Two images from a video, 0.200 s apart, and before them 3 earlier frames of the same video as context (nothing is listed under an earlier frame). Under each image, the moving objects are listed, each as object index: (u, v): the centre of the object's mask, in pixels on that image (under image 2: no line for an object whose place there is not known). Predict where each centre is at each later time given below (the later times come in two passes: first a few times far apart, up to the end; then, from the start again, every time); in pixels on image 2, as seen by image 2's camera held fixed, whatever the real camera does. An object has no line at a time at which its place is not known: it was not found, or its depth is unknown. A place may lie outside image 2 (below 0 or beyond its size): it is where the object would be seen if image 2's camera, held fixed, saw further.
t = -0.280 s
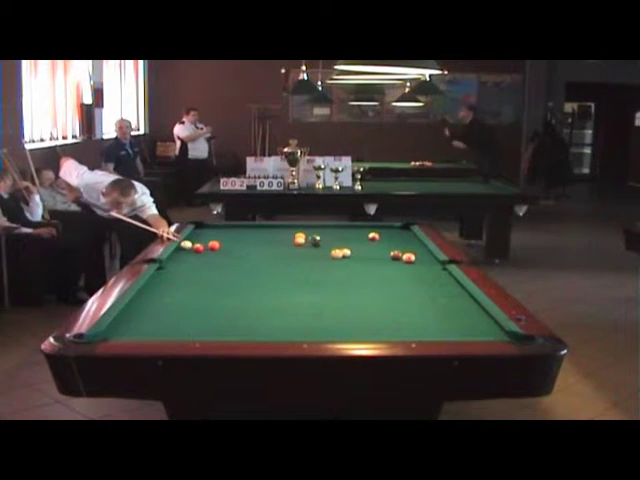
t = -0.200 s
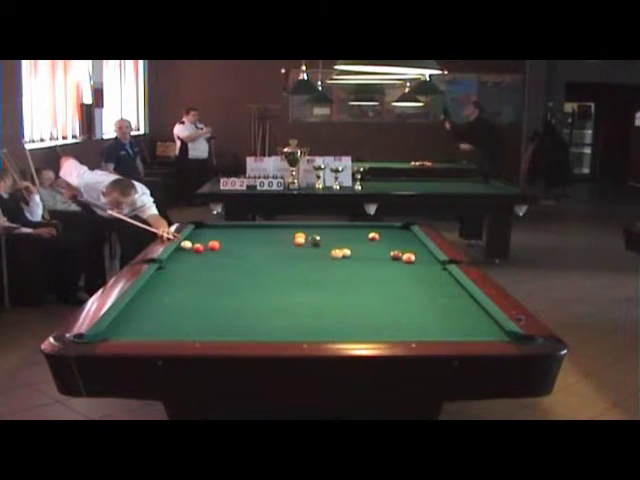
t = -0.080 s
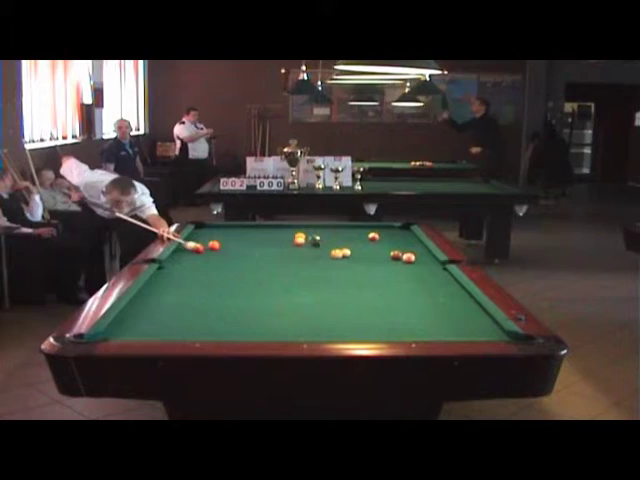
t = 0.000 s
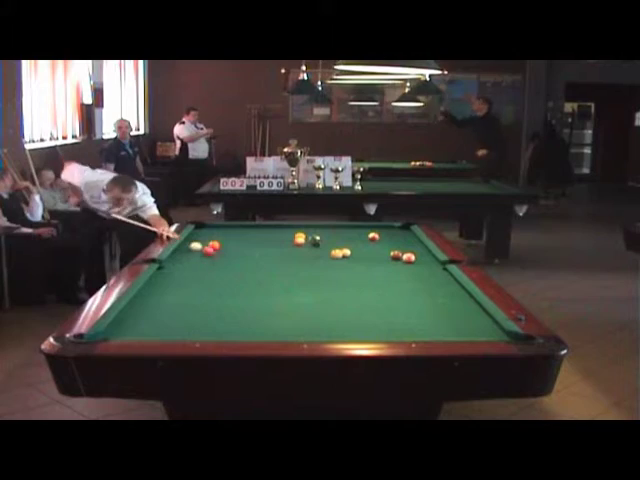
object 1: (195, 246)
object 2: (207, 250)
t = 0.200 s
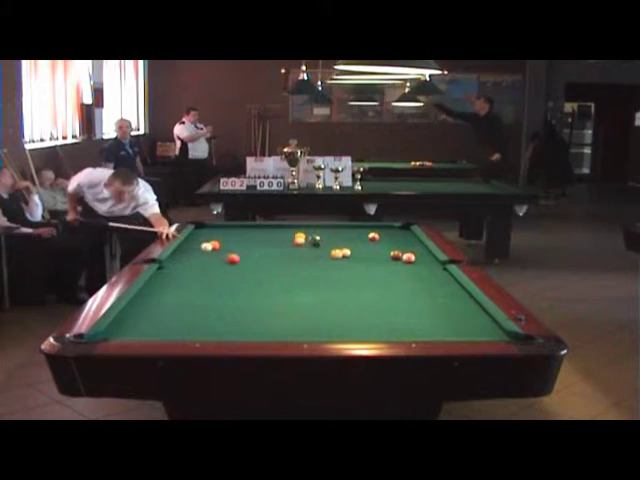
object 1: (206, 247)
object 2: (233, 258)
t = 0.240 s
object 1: (208, 247)
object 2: (238, 260)
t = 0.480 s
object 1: (221, 248)
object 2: (268, 269)
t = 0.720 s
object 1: (232, 248)
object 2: (302, 279)
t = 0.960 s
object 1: (242, 249)
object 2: (340, 291)
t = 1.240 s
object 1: (253, 250)
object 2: (387, 305)
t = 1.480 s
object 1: (261, 250)
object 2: (432, 318)
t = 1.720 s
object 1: (268, 250)
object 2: (481, 331)
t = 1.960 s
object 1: (275, 251)
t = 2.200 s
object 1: (280, 251)
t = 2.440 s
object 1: (284, 251)
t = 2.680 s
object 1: (286, 251)
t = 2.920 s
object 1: (288, 251)
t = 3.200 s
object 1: (289, 251)
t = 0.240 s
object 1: (208, 247)
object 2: (238, 260)
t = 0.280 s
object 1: (210, 247)
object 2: (243, 261)
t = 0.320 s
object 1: (212, 247)
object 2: (247, 263)
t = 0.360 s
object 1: (214, 246)
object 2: (253, 265)
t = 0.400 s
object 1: (216, 247)
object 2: (257, 266)
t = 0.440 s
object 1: (219, 248)
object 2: (263, 267)
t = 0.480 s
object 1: (221, 248)
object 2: (268, 269)
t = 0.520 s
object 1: (223, 248)
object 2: (274, 271)
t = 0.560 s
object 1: (225, 248)
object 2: (279, 273)
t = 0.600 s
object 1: (226, 248)
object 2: (285, 274)
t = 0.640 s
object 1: (228, 248)
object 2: (291, 276)
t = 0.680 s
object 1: (230, 248)
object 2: (296, 277)
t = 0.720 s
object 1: (232, 248)
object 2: (302, 279)
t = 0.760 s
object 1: (233, 248)
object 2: (309, 281)
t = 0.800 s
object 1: (235, 249)
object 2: (314, 283)
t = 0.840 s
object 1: (237, 249)
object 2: (320, 285)
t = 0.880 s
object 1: (239, 249)
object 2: (327, 287)
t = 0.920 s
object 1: (240, 249)
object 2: (333, 289)
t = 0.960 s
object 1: (242, 249)
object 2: (340, 291)
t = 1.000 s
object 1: (244, 249)
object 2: (345, 293)
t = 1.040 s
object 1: (246, 249)
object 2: (352, 295)
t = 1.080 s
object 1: (247, 249)
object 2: (359, 297)
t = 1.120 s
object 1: (248, 250)
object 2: (366, 299)
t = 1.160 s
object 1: (250, 249)
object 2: (373, 301)
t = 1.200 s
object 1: (251, 250)
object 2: (380, 303)
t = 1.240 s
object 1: (253, 250)
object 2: (387, 305)
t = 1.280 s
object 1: (254, 250)
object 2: (394, 308)
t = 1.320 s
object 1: (256, 250)
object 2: (401, 310)
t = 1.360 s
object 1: (257, 250)
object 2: (409, 312)
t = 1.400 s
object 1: (258, 250)
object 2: (416, 314)
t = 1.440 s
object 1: (260, 250)
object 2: (424, 317)
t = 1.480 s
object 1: (261, 250)
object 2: (432, 318)
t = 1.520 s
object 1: (262, 250)
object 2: (441, 321)
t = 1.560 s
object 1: (264, 250)
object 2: (449, 323)
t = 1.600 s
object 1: (265, 250)
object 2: (457, 326)
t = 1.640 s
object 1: (266, 250)
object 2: (466, 328)
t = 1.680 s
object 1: (267, 250)
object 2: (473, 330)
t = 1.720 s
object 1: (268, 250)
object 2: (481, 331)
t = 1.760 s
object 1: (269, 250)
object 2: (490, 333)
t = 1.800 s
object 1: (270, 250)
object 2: (499, 335)
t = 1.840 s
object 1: (272, 250)
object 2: (507, 338)
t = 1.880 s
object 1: (273, 251)
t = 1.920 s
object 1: (274, 251)
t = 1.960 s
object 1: (275, 251)
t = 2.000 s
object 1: (276, 251)
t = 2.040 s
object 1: (277, 251)
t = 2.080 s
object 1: (277, 251)
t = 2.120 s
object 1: (278, 251)
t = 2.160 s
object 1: (279, 251)
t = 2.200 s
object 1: (280, 251)
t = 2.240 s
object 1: (280, 251)
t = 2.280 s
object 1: (281, 251)
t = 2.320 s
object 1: (282, 251)
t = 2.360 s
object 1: (283, 251)
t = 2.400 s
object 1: (283, 251)
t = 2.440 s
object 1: (284, 251)
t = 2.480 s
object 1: (284, 251)
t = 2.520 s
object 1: (285, 251)
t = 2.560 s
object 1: (285, 251)
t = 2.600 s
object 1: (286, 251)
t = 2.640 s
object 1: (286, 251)
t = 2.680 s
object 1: (286, 251)
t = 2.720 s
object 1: (287, 251)
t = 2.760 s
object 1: (287, 251)
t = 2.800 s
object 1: (288, 251)
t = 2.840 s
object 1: (288, 251)
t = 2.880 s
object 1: (288, 251)
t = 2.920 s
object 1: (288, 251)
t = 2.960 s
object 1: (288, 251)
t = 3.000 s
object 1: (288, 251)
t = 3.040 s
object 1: (289, 251)
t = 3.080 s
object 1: (289, 251)
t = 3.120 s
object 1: (289, 251)
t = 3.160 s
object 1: (289, 251)
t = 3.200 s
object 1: (289, 251)
